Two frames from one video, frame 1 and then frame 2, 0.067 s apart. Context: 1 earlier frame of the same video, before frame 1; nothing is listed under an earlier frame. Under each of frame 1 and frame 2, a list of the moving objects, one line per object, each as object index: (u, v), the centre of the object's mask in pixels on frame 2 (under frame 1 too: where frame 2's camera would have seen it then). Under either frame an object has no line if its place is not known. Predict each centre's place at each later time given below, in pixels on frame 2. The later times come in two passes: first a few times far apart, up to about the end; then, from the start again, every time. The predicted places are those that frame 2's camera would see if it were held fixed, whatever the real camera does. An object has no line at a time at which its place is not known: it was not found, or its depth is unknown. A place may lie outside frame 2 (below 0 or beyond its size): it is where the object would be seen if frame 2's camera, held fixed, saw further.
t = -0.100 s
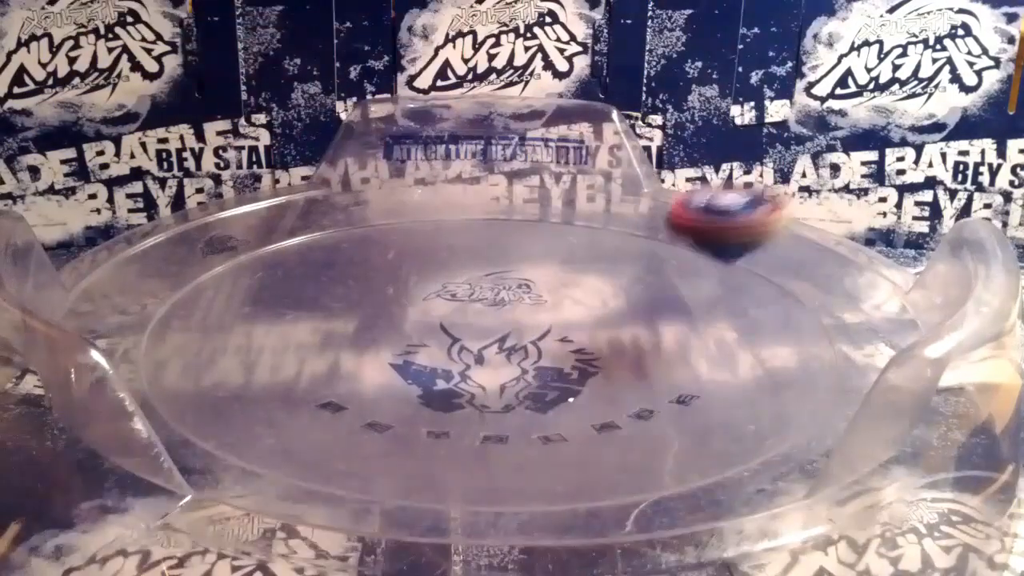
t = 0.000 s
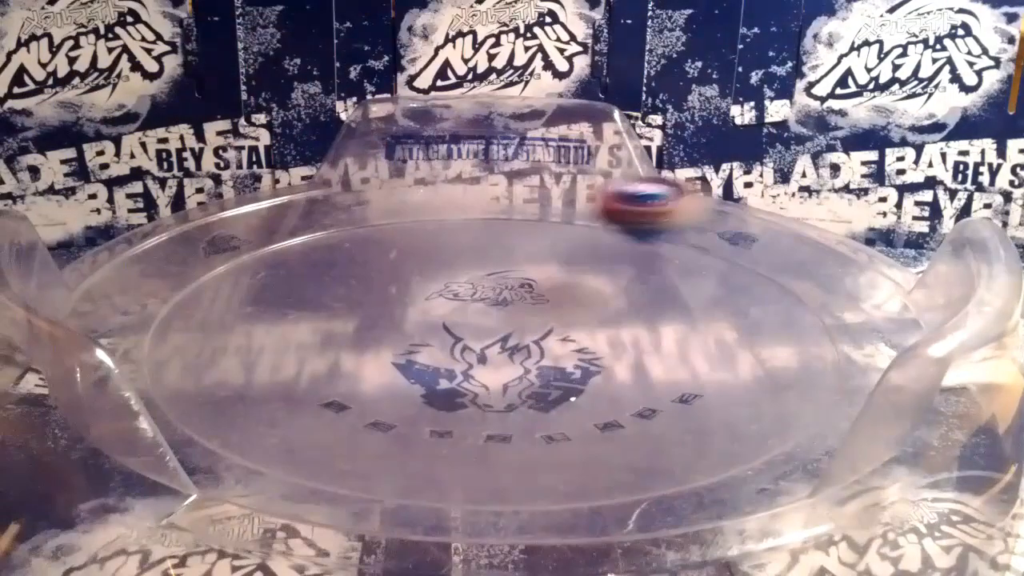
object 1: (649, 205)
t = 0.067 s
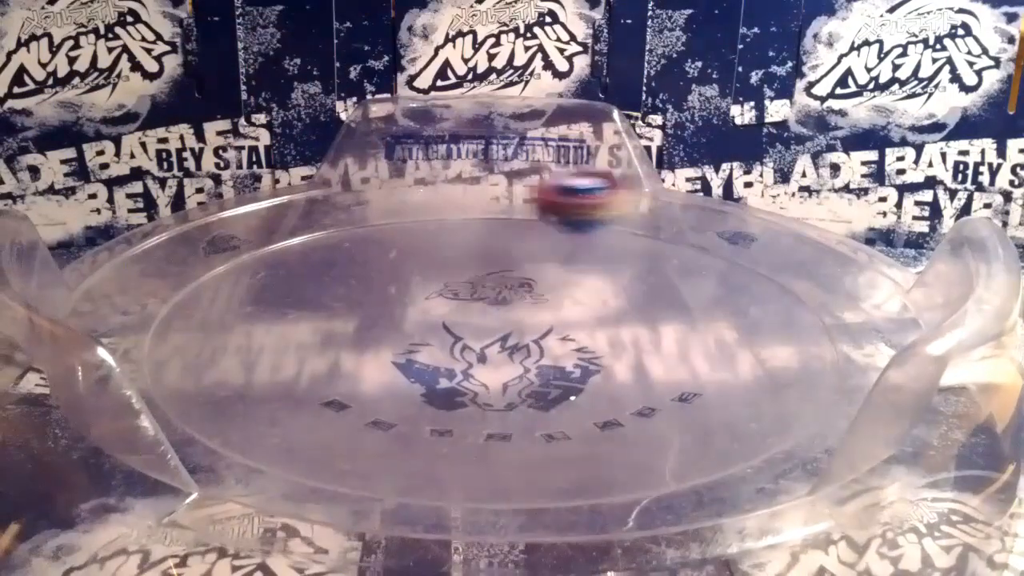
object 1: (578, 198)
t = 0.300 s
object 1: (369, 214)
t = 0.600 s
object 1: (230, 325)
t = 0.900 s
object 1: (531, 411)
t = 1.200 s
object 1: (697, 310)
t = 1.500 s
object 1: (491, 248)
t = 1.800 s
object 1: (306, 307)
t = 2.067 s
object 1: (439, 388)
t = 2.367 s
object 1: (636, 330)
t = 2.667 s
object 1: (501, 265)
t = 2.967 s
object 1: (345, 306)
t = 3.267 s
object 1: (487, 375)
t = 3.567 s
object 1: (604, 313)
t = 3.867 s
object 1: (472, 275)
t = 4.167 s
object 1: (390, 333)
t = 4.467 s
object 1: (529, 358)
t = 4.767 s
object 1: (562, 301)
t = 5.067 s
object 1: (417, 310)
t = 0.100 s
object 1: (547, 196)
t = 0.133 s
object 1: (519, 196)
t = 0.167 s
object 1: (490, 197)
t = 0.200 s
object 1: (460, 200)
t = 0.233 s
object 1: (429, 204)
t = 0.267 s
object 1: (398, 208)
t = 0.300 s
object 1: (369, 214)
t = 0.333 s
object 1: (344, 222)
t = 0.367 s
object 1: (318, 230)
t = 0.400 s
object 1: (296, 239)
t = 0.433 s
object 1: (272, 252)
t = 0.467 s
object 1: (255, 264)
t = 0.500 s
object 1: (241, 276)
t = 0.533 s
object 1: (232, 292)
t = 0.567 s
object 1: (229, 309)
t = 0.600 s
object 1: (230, 325)
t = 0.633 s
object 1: (238, 343)
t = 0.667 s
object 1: (256, 359)
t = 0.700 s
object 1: (278, 374)
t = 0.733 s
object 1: (311, 387)
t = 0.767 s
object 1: (352, 398)
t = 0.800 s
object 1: (394, 407)
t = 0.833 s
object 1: (440, 412)
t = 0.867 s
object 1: (484, 413)
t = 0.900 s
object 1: (531, 411)
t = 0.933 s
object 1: (575, 407)
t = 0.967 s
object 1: (611, 400)
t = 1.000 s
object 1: (645, 390)
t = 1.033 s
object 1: (672, 378)
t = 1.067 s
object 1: (691, 365)
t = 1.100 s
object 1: (703, 349)
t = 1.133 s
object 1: (708, 336)
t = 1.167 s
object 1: (705, 322)
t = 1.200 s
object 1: (697, 310)
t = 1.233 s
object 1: (684, 298)
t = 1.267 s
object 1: (670, 288)
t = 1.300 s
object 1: (650, 279)
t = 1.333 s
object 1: (627, 270)
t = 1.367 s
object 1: (602, 263)
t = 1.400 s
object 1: (576, 257)
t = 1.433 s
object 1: (549, 253)
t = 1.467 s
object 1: (519, 250)
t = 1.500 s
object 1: (491, 248)
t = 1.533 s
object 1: (464, 250)
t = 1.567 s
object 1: (436, 251)
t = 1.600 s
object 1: (410, 256)
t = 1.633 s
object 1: (385, 260)
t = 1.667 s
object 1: (364, 266)
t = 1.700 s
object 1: (345, 276)
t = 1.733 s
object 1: (327, 284)
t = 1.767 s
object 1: (315, 294)
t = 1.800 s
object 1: (306, 307)
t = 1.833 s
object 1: (303, 319)
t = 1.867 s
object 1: (305, 331)
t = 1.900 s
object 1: (313, 345)
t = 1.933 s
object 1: (327, 356)
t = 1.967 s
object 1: (349, 368)
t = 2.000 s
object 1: (374, 377)
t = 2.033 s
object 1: (404, 384)
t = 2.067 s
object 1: (439, 388)
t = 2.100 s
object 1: (475, 391)
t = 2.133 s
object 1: (505, 390)
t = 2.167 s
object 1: (538, 386)
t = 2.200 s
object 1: (566, 381)
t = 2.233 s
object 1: (591, 372)
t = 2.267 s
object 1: (612, 364)
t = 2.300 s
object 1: (626, 352)
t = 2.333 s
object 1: (634, 341)
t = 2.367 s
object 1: (636, 330)
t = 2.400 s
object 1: (633, 318)
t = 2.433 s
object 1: (627, 309)
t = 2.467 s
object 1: (617, 299)
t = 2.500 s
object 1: (604, 291)
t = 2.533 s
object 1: (587, 283)
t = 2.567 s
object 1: (567, 276)
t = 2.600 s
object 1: (546, 271)
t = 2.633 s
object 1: (524, 267)
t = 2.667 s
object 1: (501, 265)
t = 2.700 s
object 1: (477, 264)
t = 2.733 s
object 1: (456, 264)
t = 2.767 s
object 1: (434, 267)
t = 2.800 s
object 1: (413, 270)
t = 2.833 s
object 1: (393, 274)
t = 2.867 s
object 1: (376, 280)
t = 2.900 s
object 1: (362, 288)
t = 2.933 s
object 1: (350, 295)
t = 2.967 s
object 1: (345, 306)
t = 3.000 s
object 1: (343, 316)
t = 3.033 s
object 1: (344, 326)
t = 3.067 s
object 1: (353, 337)
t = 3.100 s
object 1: (366, 348)
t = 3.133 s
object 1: (385, 357)
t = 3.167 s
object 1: (405, 364)
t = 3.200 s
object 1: (429, 369)
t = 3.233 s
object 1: (458, 373)
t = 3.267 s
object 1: (487, 375)
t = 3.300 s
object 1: (511, 374)
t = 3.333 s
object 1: (535, 369)
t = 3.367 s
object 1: (557, 365)
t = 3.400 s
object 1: (574, 356)
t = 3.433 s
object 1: (589, 349)
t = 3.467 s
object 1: (600, 340)
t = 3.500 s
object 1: (606, 331)
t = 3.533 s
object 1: (607, 322)
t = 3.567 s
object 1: (604, 313)
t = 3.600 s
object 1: (598, 304)
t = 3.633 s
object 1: (589, 297)
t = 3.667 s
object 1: (577, 291)
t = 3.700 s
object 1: (563, 285)
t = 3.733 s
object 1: (545, 281)
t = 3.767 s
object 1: (526, 277)
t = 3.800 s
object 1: (509, 275)
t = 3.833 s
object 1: (490, 274)
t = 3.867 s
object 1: (472, 275)
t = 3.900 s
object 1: (453, 277)
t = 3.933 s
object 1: (435, 280)
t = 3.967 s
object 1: (418, 285)
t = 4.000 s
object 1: (403, 292)
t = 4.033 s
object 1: (394, 299)
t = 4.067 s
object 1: (387, 306)
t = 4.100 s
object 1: (384, 316)
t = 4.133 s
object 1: (383, 323)
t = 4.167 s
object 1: (390, 333)
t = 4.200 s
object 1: (399, 342)
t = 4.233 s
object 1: (412, 349)
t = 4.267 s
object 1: (428, 355)
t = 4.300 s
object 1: (447, 361)
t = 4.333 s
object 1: (462, 364)
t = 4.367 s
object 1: (473, 364)
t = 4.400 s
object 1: (490, 362)
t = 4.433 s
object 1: (509, 360)
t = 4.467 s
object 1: (529, 358)
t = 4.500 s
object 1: (547, 356)
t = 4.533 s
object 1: (563, 349)
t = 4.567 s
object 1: (575, 342)
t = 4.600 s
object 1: (584, 336)
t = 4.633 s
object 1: (588, 329)
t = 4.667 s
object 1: (587, 320)
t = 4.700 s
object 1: (582, 313)
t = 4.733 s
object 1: (573, 306)
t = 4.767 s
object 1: (562, 301)
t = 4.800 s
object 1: (546, 296)
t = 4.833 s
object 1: (531, 292)
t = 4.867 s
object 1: (513, 290)
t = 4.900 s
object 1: (496, 290)
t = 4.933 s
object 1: (478, 290)
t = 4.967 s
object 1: (460, 293)
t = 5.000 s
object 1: (443, 297)
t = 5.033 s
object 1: (429, 302)
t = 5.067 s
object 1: (417, 310)
